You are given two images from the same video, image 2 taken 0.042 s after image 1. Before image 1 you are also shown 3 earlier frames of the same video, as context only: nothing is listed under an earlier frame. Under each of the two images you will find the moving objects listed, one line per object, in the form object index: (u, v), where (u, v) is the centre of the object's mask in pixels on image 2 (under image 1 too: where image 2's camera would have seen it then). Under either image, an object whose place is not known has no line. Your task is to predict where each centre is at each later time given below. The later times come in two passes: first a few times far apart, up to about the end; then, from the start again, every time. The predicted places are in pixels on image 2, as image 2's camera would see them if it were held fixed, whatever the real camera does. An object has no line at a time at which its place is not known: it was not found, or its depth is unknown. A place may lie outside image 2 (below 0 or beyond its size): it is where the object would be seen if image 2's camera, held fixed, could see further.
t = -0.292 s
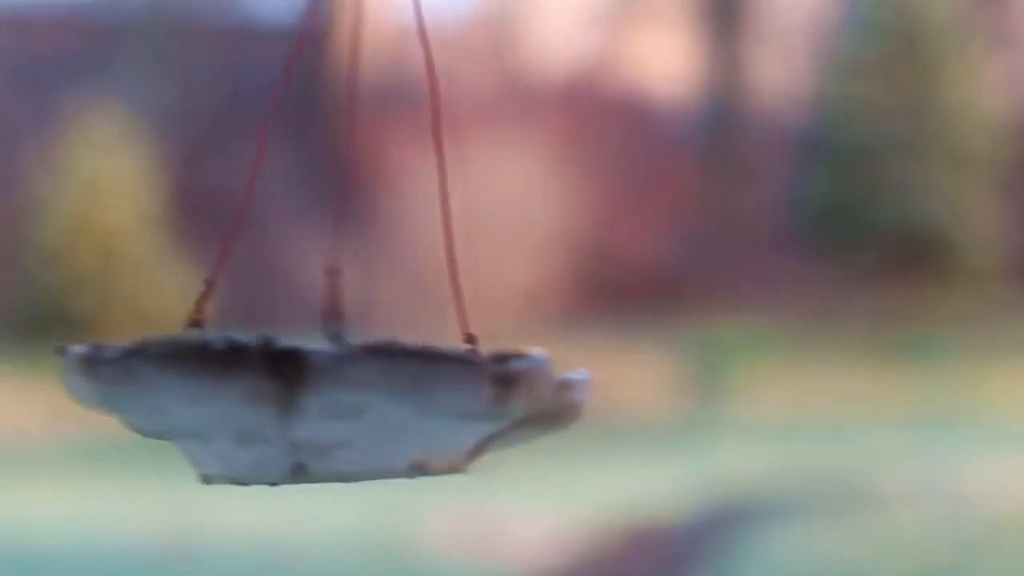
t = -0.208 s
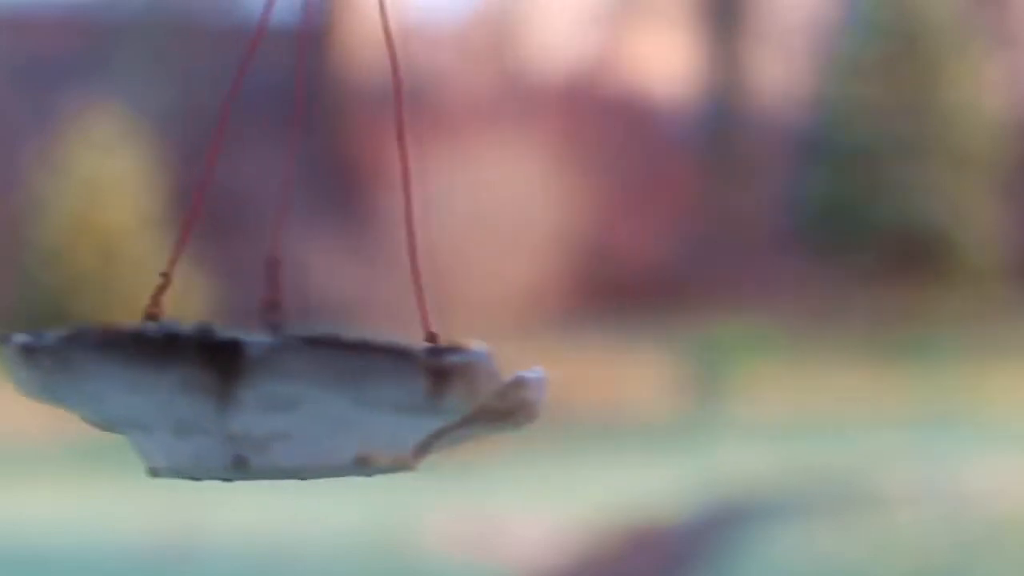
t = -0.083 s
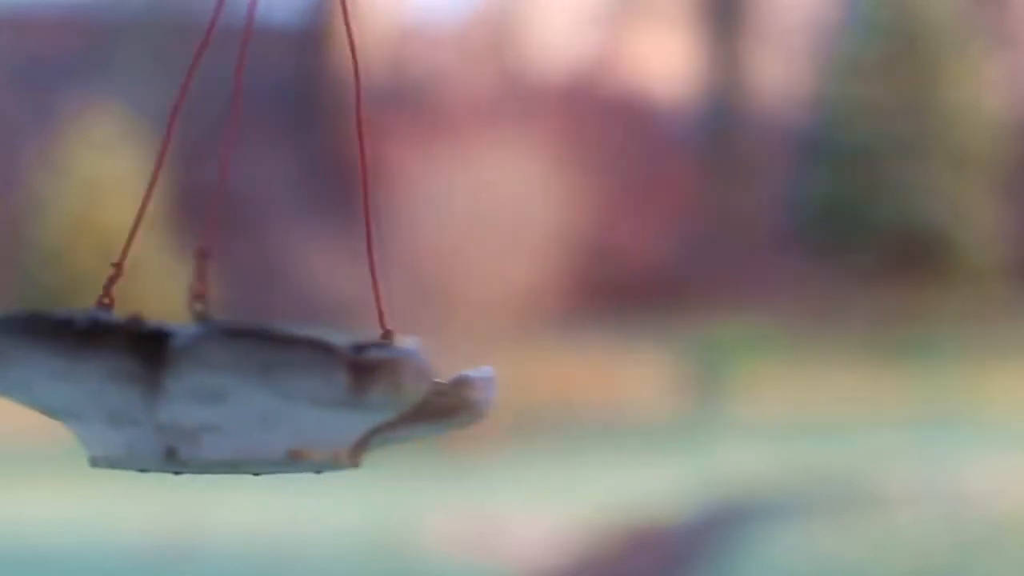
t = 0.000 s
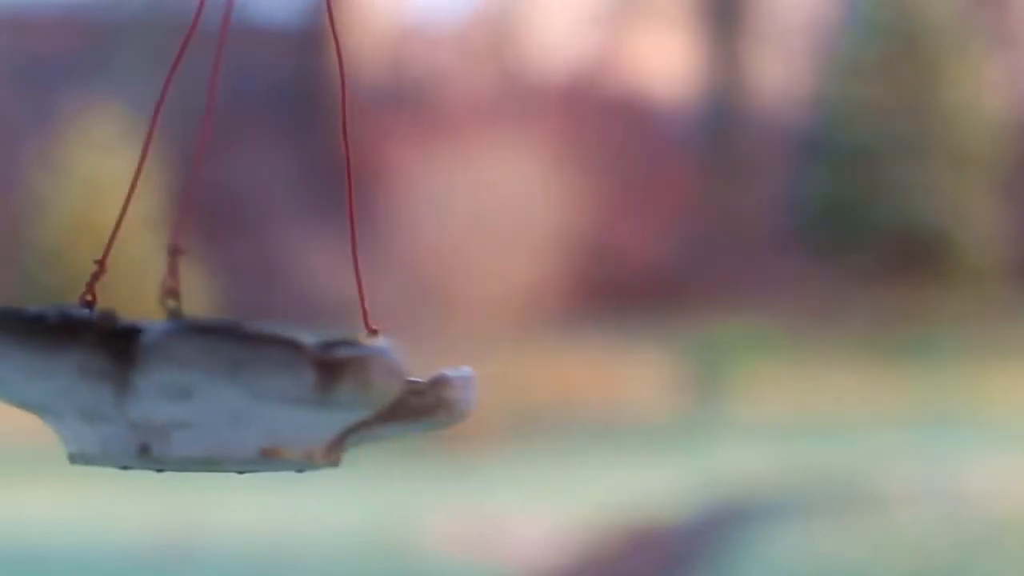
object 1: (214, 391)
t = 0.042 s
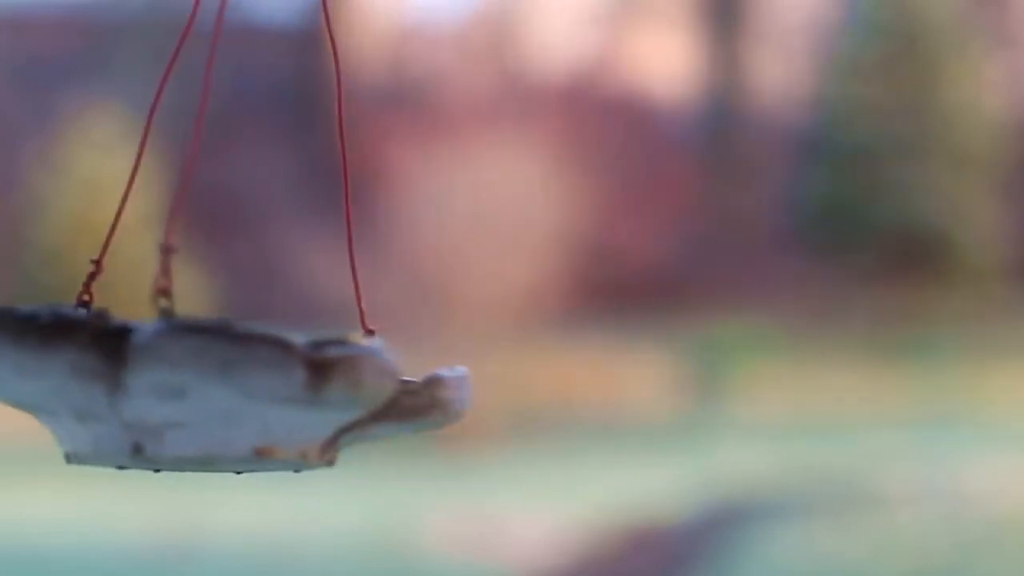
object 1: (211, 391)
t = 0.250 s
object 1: (232, 398)
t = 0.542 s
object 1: (387, 418)
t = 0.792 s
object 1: (539, 423)
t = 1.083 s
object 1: (607, 420)
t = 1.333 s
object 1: (530, 419)
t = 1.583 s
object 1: (365, 409)
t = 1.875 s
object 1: (216, 393)
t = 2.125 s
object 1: (208, 397)
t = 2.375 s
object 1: (317, 416)
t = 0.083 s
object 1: (210, 391)
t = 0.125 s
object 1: (211, 392)
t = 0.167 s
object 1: (216, 393)
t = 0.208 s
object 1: (223, 395)
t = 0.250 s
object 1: (232, 398)
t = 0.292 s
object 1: (244, 401)
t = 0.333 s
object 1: (258, 404)
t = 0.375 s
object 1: (281, 407)
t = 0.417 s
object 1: (305, 410)
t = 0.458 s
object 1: (332, 413)
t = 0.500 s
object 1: (360, 416)
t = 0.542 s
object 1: (387, 418)
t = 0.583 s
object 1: (415, 420)
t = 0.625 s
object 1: (442, 422)
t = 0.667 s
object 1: (469, 423)
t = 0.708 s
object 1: (495, 423)
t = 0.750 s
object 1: (517, 423)
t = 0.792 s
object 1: (539, 423)
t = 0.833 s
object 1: (558, 423)
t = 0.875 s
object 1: (574, 422)
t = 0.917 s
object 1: (588, 422)
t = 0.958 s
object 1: (598, 421)
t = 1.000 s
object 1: (605, 421)
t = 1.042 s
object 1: (607, 421)
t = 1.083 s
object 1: (607, 420)
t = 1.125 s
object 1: (604, 420)
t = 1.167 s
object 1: (596, 420)
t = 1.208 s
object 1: (585, 420)
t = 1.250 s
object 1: (569, 420)
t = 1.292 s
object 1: (551, 420)
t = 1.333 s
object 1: (530, 419)
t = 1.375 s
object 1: (506, 418)
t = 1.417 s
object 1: (479, 417)
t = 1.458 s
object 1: (452, 415)
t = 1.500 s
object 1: (424, 413)
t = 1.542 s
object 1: (395, 411)
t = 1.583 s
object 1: (365, 409)
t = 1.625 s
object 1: (337, 406)
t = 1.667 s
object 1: (308, 403)
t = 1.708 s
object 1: (281, 400)
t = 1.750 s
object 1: (257, 397)
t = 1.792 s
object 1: (240, 395)
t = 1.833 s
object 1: (226, 394)
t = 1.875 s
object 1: (216, 393)
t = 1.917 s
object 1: (209, 392)
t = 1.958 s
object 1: (204, 392)
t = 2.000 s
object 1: (201, 393)
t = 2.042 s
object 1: (201, 394)
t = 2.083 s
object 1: (203, 395)
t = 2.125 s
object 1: (208, 397)
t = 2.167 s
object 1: (217, 399)
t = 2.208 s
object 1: (227, 401)
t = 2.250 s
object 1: (242, 404)
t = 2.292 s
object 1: (264, 408)
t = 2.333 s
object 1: (290, 412)
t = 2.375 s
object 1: (317, 416)
